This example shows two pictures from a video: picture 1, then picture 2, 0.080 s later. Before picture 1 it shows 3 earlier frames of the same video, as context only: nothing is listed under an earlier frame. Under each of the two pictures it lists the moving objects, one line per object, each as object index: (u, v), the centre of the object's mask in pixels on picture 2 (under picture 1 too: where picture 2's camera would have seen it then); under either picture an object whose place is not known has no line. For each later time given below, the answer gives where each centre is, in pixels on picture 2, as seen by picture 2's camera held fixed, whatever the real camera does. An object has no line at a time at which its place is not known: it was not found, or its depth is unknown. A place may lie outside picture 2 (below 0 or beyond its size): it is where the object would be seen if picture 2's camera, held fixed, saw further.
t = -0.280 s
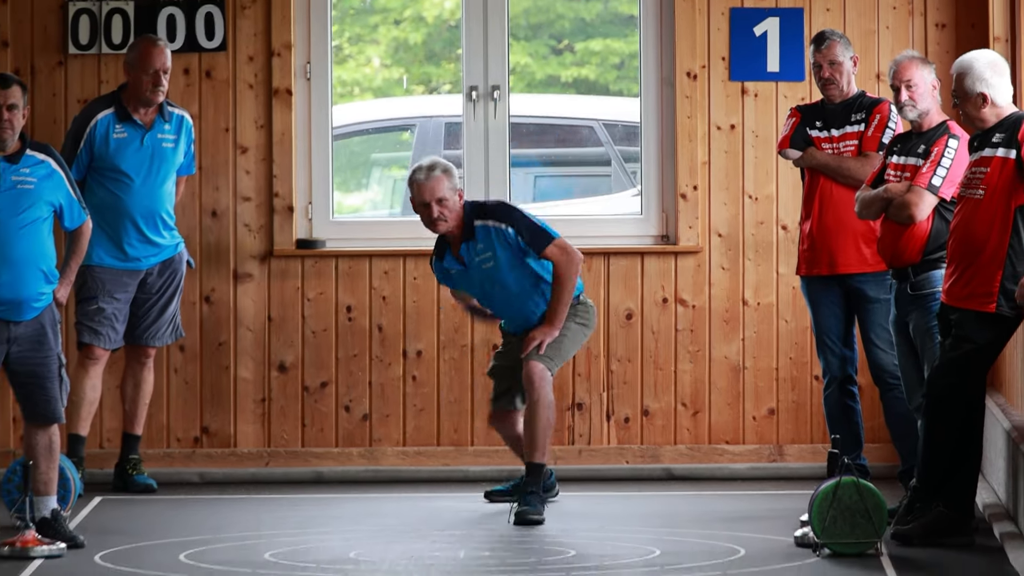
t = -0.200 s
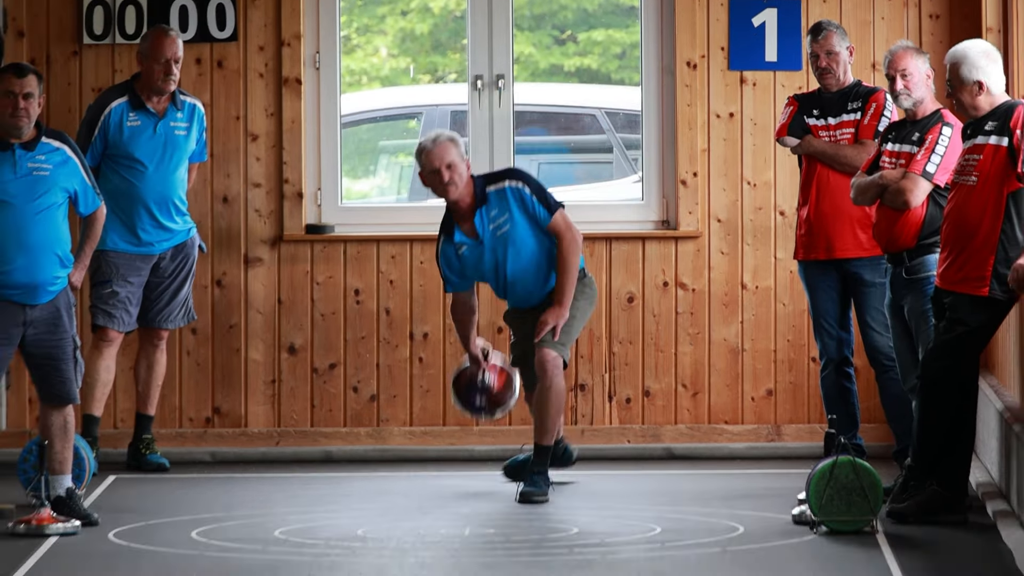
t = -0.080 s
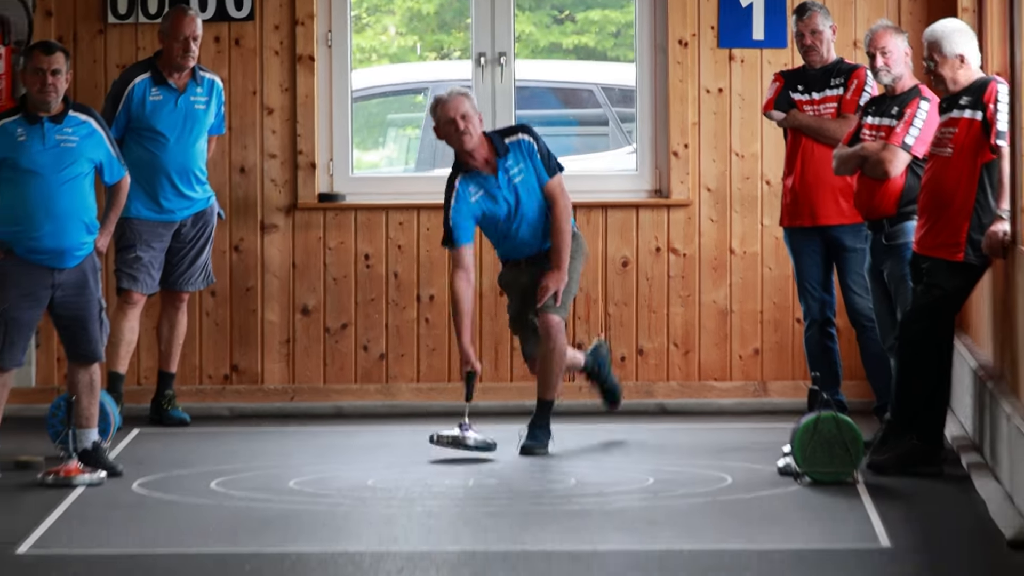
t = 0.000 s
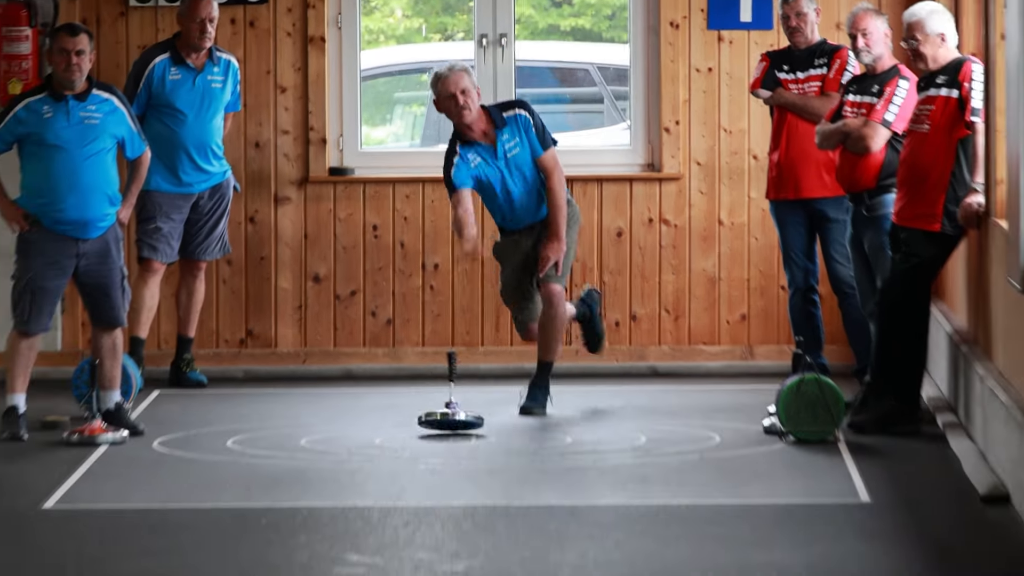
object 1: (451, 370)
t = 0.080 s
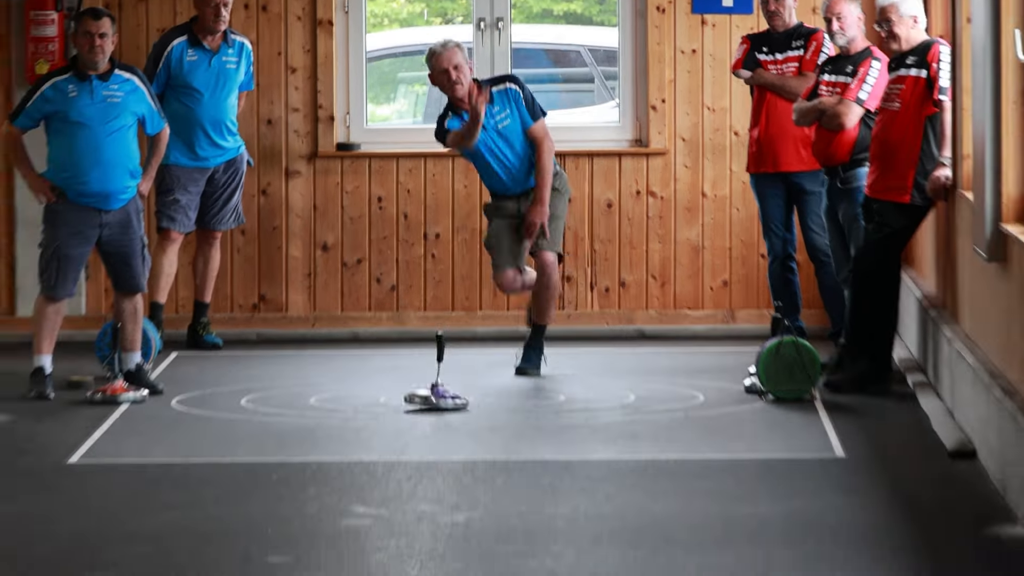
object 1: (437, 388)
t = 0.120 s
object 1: (431, 391)
